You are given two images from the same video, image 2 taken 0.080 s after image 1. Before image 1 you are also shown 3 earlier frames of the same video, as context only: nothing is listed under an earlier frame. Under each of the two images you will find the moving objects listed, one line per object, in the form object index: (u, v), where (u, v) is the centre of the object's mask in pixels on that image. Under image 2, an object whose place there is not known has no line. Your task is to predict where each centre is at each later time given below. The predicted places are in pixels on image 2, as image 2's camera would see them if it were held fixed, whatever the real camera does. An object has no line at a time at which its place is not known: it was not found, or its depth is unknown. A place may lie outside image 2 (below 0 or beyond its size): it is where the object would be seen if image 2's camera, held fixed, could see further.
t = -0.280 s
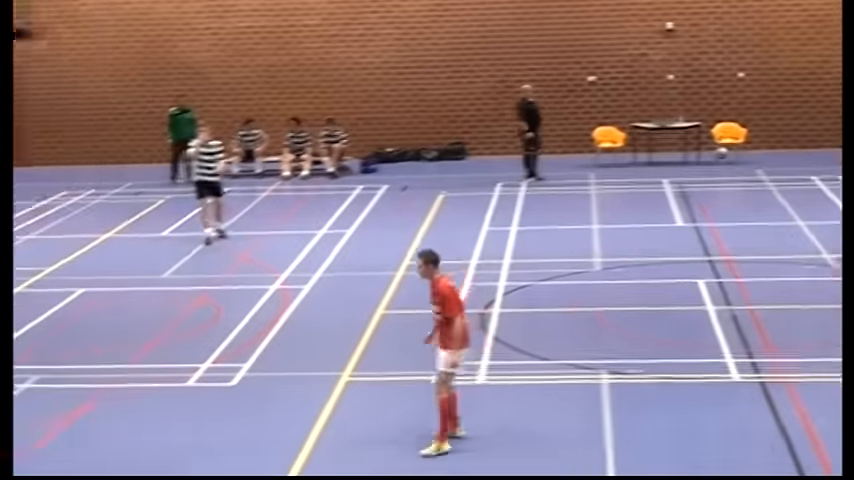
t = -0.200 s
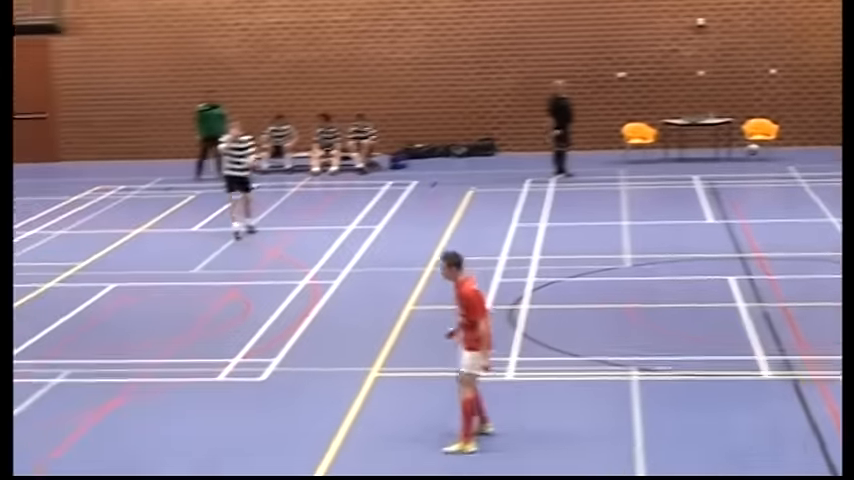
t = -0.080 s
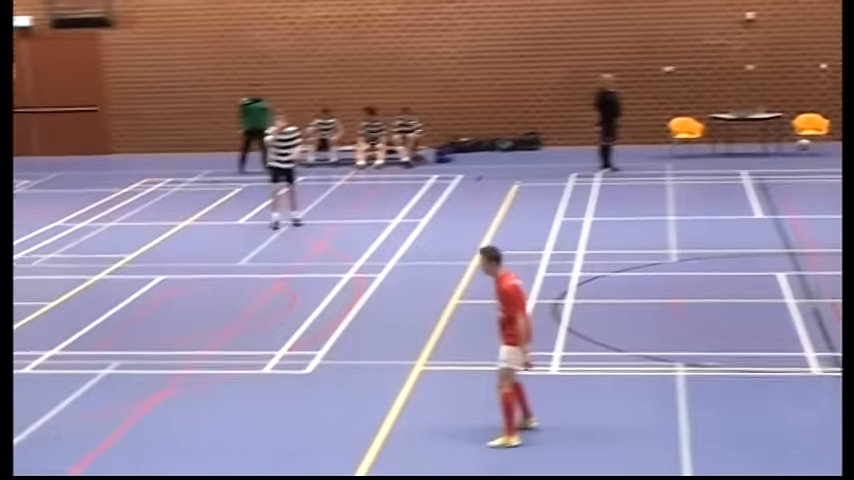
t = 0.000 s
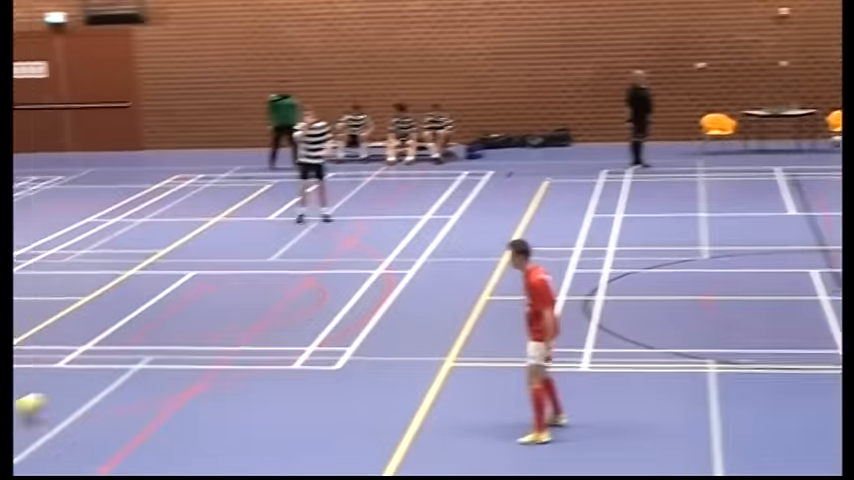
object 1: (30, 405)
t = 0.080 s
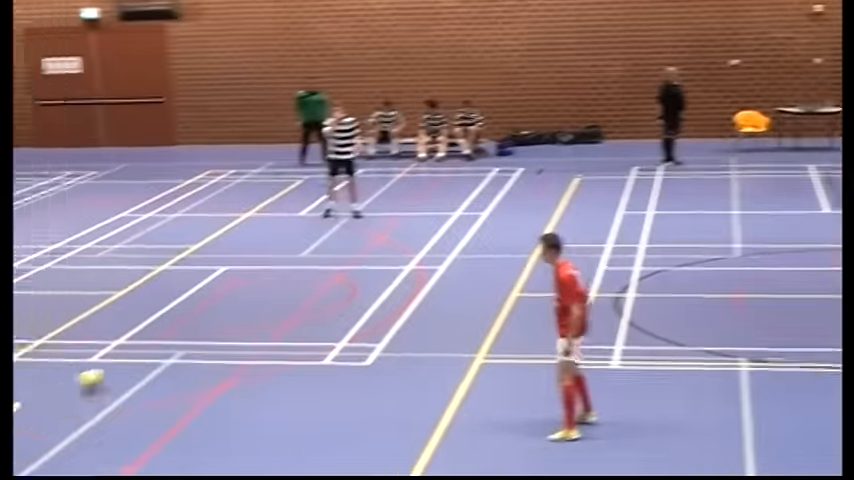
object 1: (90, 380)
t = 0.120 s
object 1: (101, 370)
